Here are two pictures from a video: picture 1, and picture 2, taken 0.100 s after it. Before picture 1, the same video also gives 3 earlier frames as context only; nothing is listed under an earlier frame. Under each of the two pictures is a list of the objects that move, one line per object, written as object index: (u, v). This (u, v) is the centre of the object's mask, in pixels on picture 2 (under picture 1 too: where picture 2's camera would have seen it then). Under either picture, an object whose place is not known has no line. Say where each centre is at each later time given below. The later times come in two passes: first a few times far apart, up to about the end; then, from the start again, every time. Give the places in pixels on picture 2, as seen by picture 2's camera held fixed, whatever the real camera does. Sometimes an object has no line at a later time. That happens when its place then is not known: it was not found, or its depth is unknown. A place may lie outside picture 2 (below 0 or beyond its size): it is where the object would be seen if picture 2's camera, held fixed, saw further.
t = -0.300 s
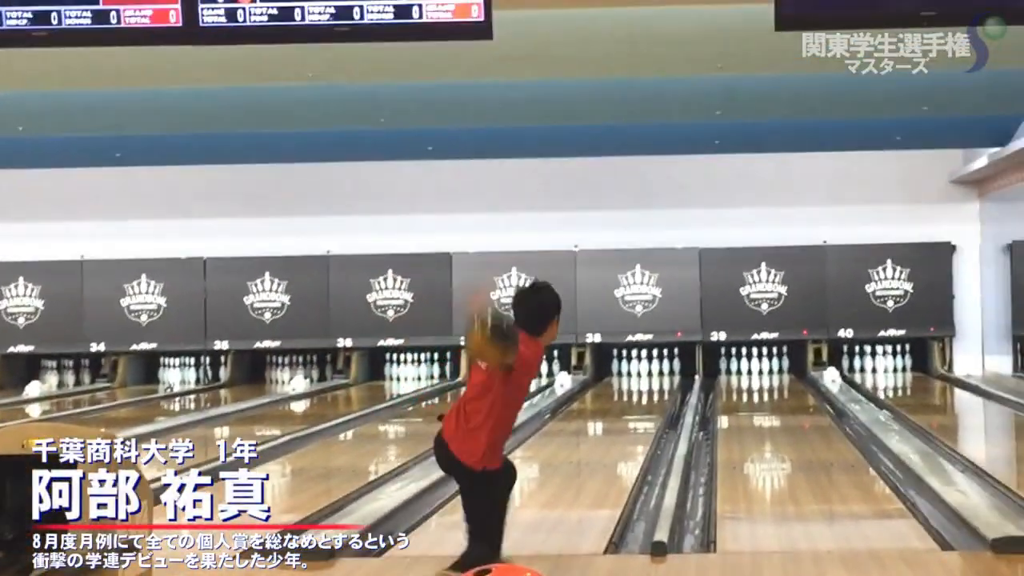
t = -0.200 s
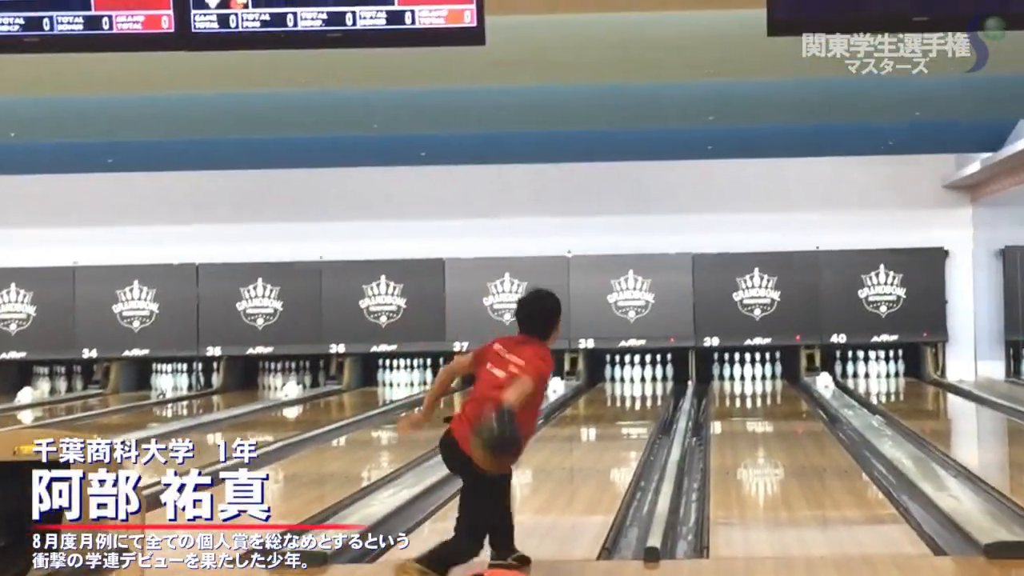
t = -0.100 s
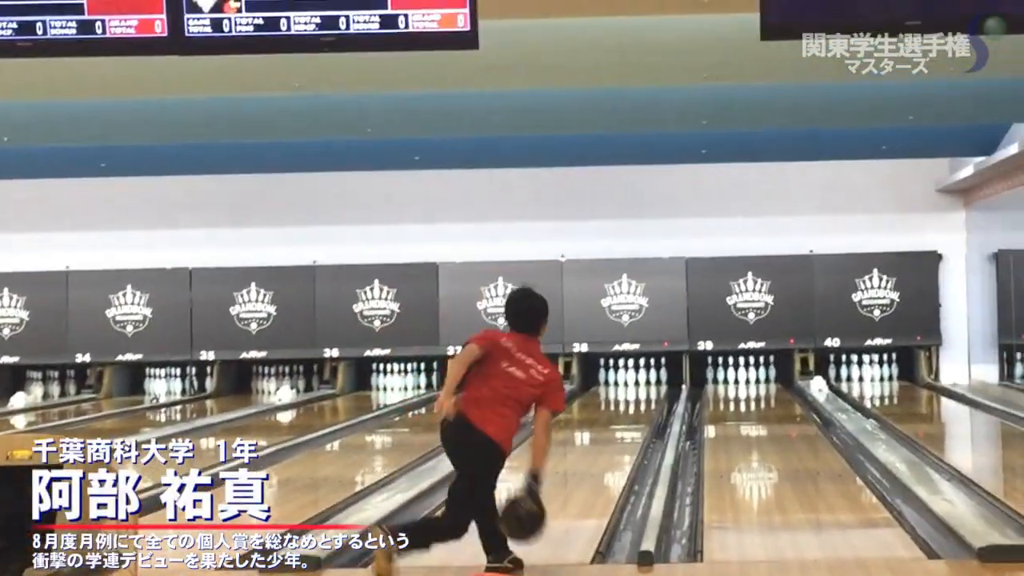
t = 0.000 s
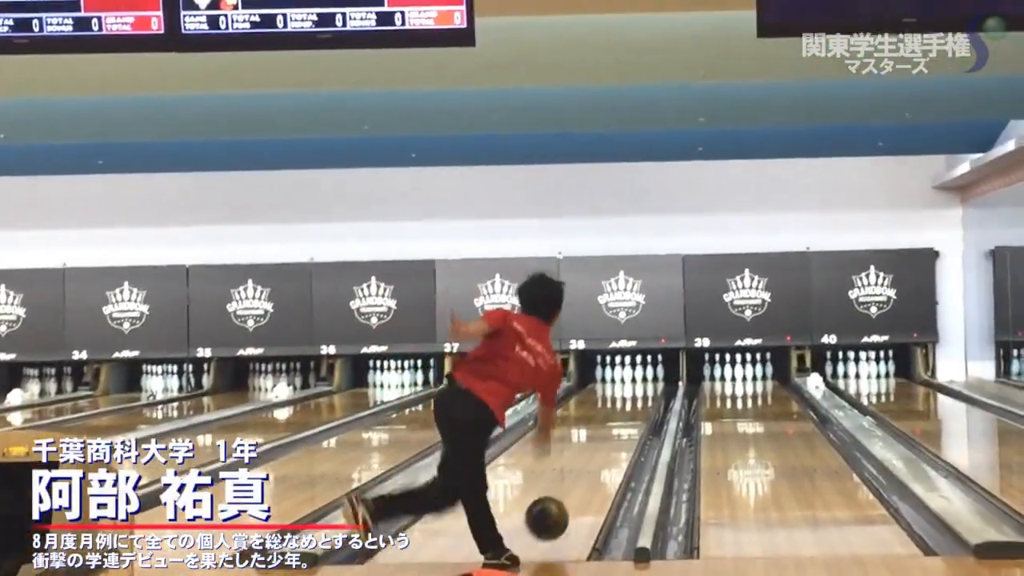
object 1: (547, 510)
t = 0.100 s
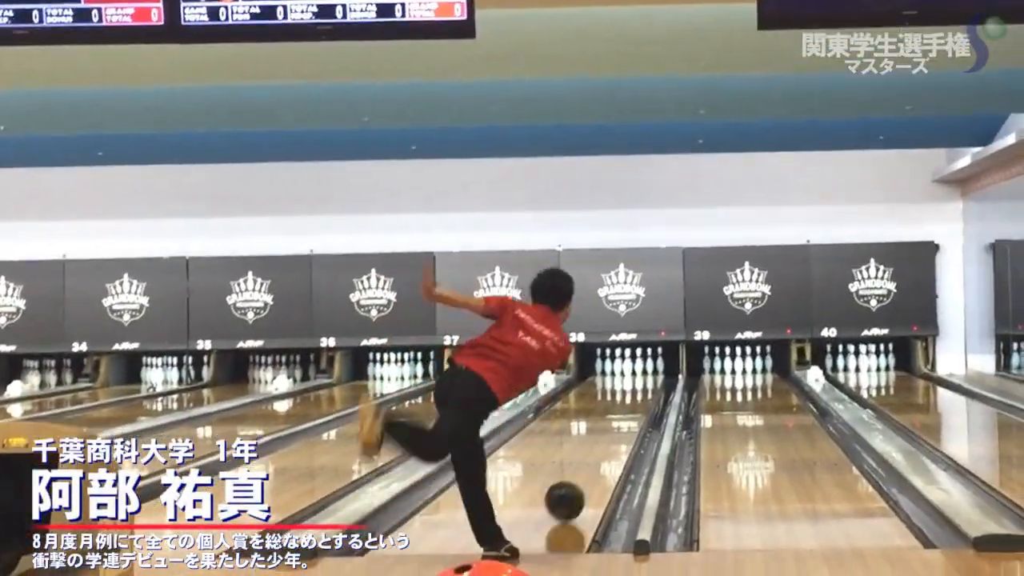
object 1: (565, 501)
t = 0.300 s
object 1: (592, 469)
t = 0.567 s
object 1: (616, 440)
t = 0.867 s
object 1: (632, 416)
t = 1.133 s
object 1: (638, 401)
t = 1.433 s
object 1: (640, 387)
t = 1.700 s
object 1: (637, 378)
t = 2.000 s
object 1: (628, 370)
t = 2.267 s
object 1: (619, 365)
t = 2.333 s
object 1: (618, 365)
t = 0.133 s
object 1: (570, 496)
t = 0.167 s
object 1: (575, 490)
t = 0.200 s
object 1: (579, 484)
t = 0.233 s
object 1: (584, 479)
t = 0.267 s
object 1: (588, 474)
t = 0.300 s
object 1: (592, 469)
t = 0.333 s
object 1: (595, 465)
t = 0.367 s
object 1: (599, 461)
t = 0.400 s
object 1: (603, 457)
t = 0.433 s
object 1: (606, 453)
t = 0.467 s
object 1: (609, 449)
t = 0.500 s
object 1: (612, 446)
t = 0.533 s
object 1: (614, 442)
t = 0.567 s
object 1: (616, 440)
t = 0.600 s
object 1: (619, 437)
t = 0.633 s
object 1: (621, 434)
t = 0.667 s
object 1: (623, 431)
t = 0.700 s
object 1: (625, 428)
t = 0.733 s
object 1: (627, 426)
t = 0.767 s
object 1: (628, 423)
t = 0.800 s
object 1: (630, 421)
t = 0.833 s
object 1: (631, 418)
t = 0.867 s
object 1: (632, 416)
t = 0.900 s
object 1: (634, 413)
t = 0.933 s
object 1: (634, 412)
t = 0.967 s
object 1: (635, 409)
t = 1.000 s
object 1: (636, 407)
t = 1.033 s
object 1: (637, 406)
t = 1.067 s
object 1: (636, 403)
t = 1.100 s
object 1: (637, 401)
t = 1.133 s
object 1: (638, 401)
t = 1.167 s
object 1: (639, 398)
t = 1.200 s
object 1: (639, 398)
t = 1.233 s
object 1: (639, 396)
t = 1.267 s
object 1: (640, 395)
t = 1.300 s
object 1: (641, 392)
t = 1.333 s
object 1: (640, 391)
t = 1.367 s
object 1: (640, 389)
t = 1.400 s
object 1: (640, 389)
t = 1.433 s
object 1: (640, 387)
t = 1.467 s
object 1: (640, 386)
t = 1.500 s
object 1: (639, 384)
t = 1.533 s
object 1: (639, 384)
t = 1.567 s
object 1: (639, 382)
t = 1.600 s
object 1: (639, 382)
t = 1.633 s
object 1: (637, 380)
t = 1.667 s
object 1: (637, 379)
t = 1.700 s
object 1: (637, 378)
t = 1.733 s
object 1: (636, 377)
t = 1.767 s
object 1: (635, 377)
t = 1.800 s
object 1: (634, 374)
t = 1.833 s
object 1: (633, 375)
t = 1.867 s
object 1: (632, 374)
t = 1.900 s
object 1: (632, 373)
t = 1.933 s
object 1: (631, 372)
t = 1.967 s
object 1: (629, 371)
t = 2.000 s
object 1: (628, 370)
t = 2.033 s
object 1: (626, 370)
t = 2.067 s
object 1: (625, 369)
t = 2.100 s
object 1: (623, 367)
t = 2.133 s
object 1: (622, 367)
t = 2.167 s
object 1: (622, 366)
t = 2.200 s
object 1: (620, 366)
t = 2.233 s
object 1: (618, 366)
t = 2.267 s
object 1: (619, 365)
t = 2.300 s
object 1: (619, 363)
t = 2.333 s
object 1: (618, 365)
